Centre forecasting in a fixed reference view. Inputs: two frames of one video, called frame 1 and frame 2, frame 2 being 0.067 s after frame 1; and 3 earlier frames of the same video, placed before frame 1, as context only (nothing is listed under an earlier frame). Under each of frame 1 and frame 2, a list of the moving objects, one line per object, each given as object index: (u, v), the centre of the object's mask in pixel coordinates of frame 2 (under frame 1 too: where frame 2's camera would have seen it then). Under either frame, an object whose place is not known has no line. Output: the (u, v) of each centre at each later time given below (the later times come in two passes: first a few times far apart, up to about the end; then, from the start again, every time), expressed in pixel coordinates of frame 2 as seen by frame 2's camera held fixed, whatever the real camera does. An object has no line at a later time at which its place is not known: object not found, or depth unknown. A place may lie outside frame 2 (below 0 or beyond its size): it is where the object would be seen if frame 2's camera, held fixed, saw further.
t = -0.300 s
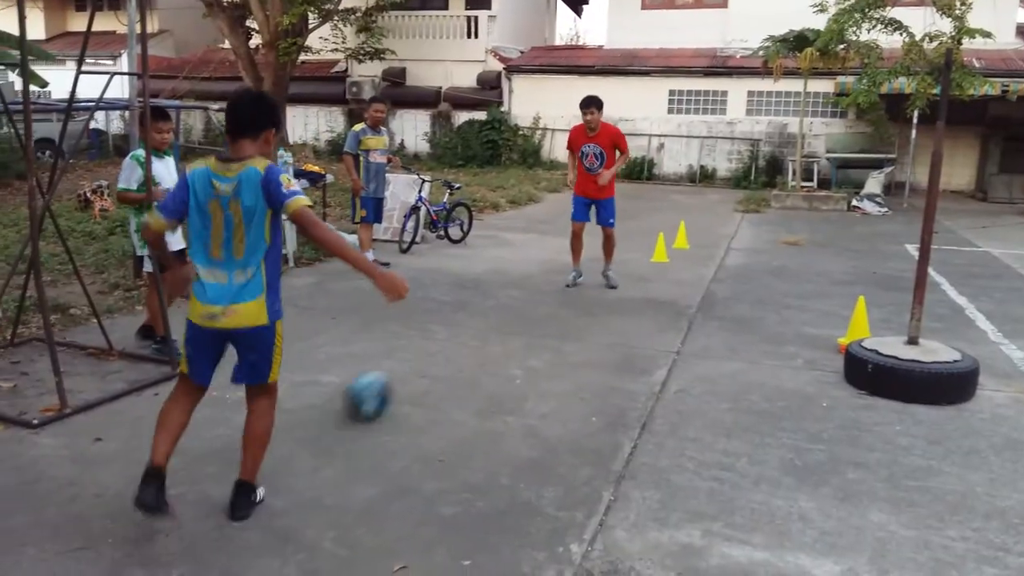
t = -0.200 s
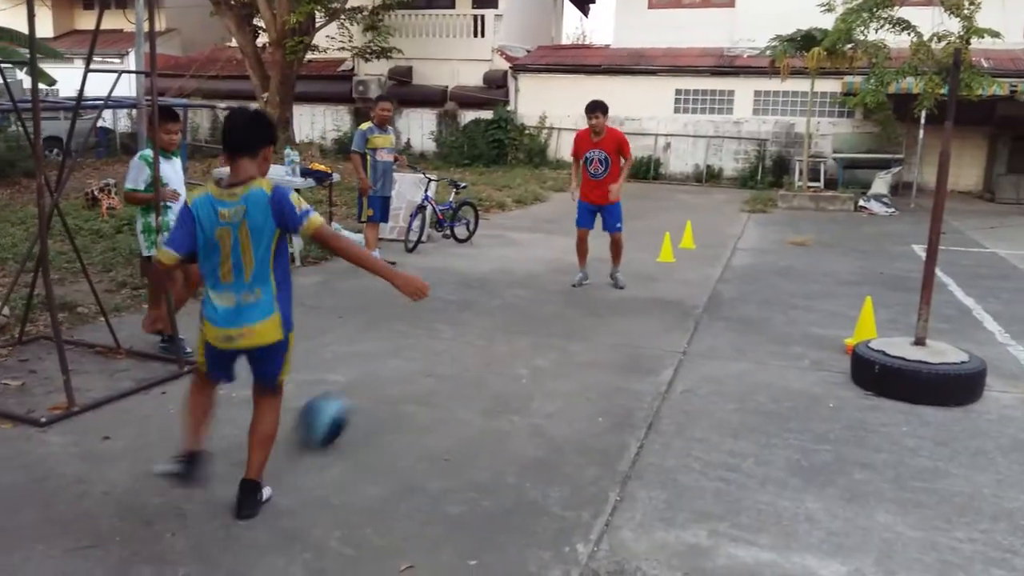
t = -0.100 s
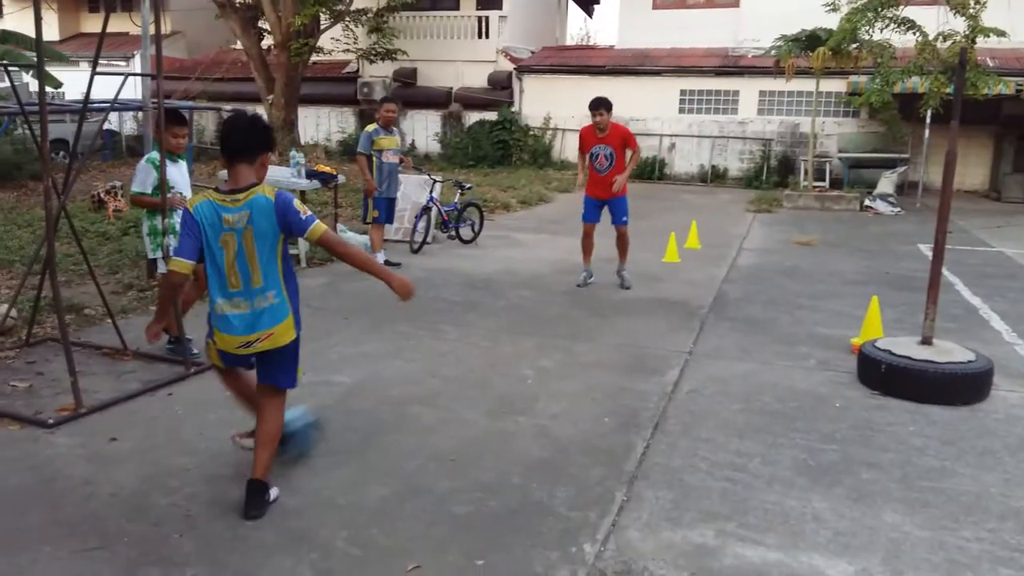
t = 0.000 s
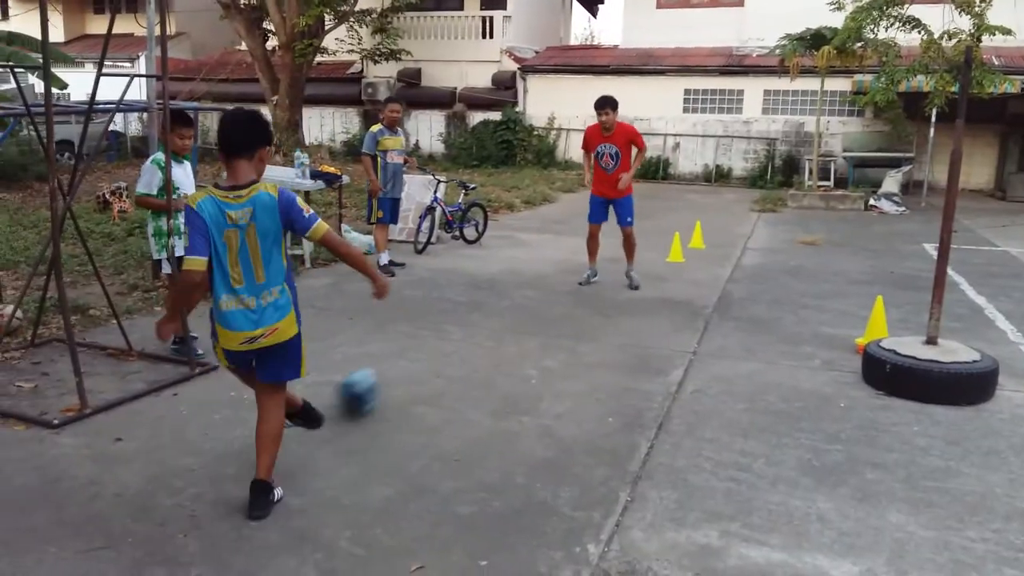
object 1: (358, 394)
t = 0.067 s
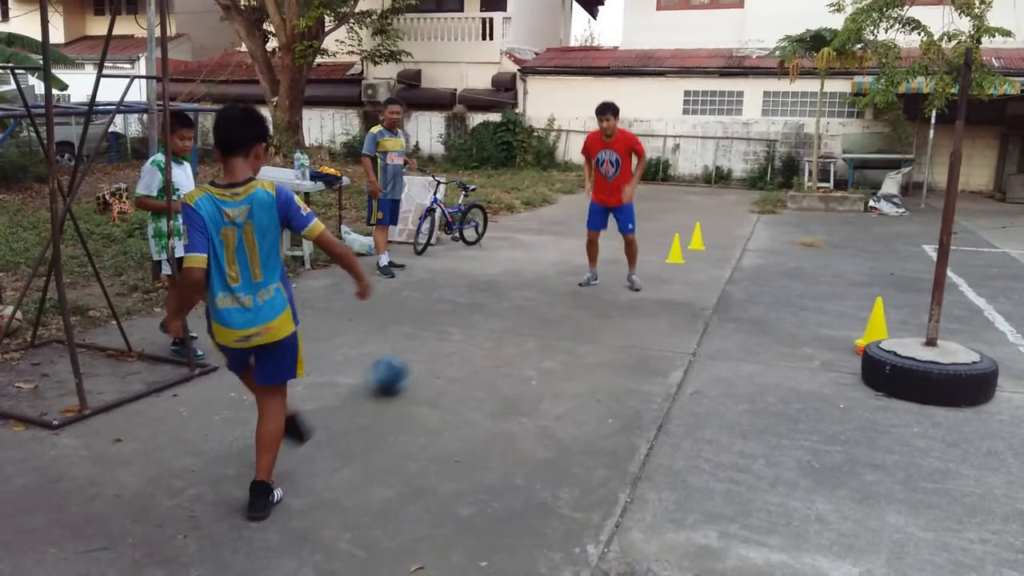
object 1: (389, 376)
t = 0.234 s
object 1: (440, 342)
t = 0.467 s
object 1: (481, 313)
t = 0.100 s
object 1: (401, 368)
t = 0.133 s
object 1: (413, 360)
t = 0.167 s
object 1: (423, 354)
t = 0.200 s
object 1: (431, 348)
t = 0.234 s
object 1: (440, 342)
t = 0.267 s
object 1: (447, 336)
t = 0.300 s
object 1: (453, 332)
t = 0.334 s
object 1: (460, 328)
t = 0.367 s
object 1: (466, 324)
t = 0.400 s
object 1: (471, 321)
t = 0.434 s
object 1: (477, 316)
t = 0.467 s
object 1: (481, 313)
